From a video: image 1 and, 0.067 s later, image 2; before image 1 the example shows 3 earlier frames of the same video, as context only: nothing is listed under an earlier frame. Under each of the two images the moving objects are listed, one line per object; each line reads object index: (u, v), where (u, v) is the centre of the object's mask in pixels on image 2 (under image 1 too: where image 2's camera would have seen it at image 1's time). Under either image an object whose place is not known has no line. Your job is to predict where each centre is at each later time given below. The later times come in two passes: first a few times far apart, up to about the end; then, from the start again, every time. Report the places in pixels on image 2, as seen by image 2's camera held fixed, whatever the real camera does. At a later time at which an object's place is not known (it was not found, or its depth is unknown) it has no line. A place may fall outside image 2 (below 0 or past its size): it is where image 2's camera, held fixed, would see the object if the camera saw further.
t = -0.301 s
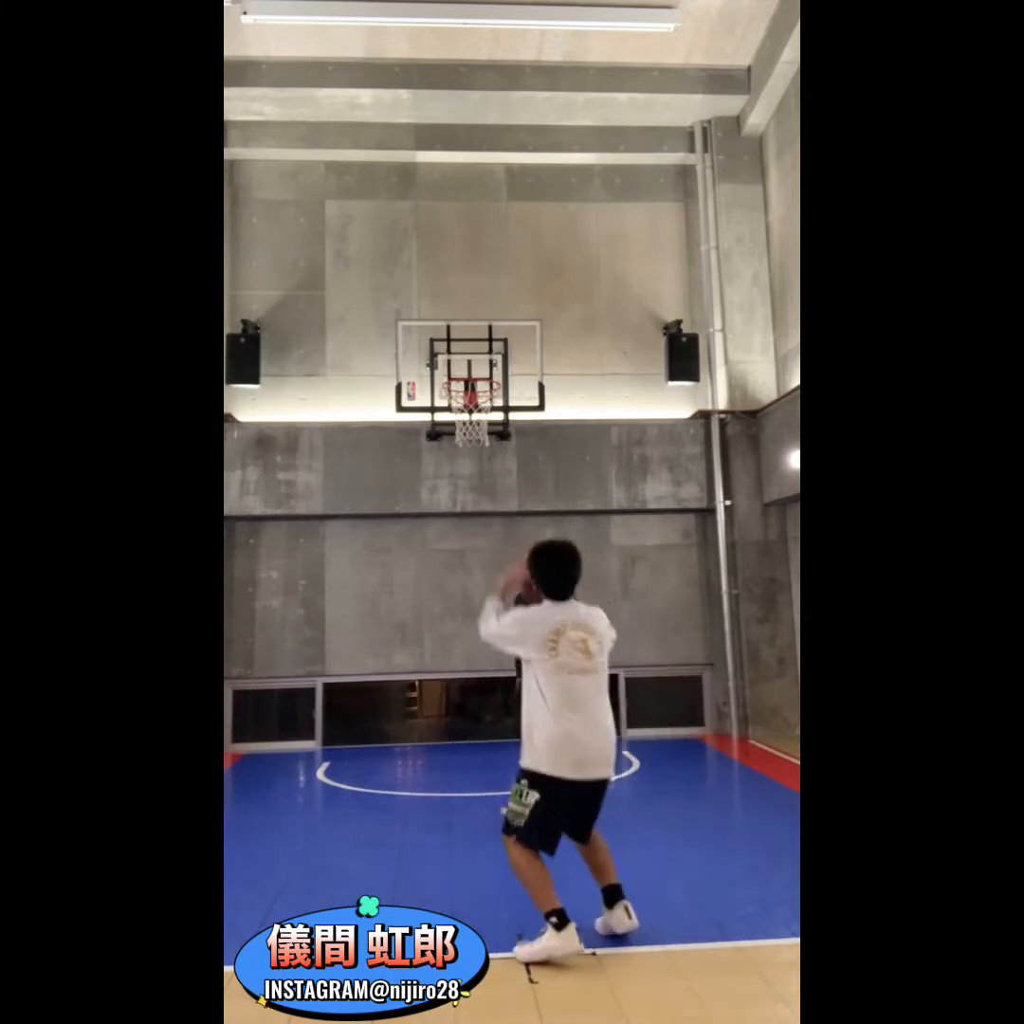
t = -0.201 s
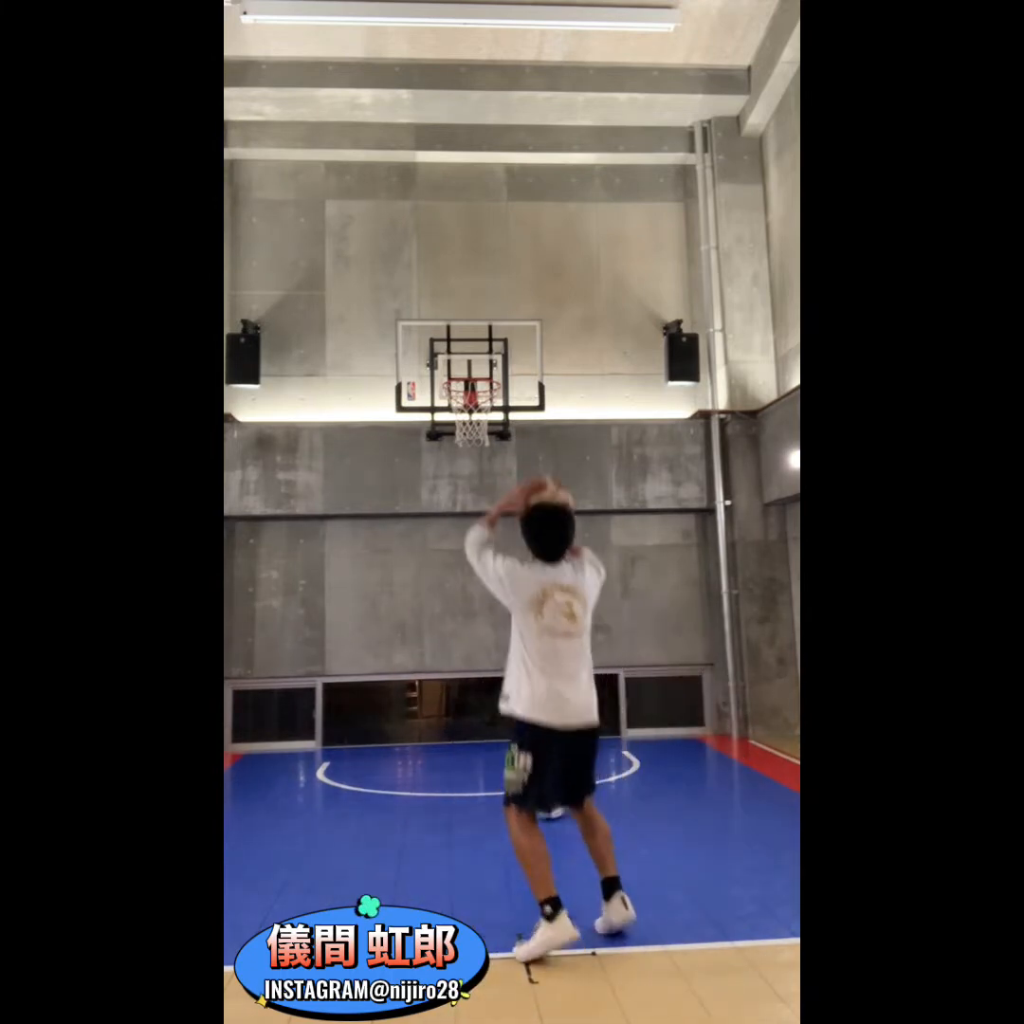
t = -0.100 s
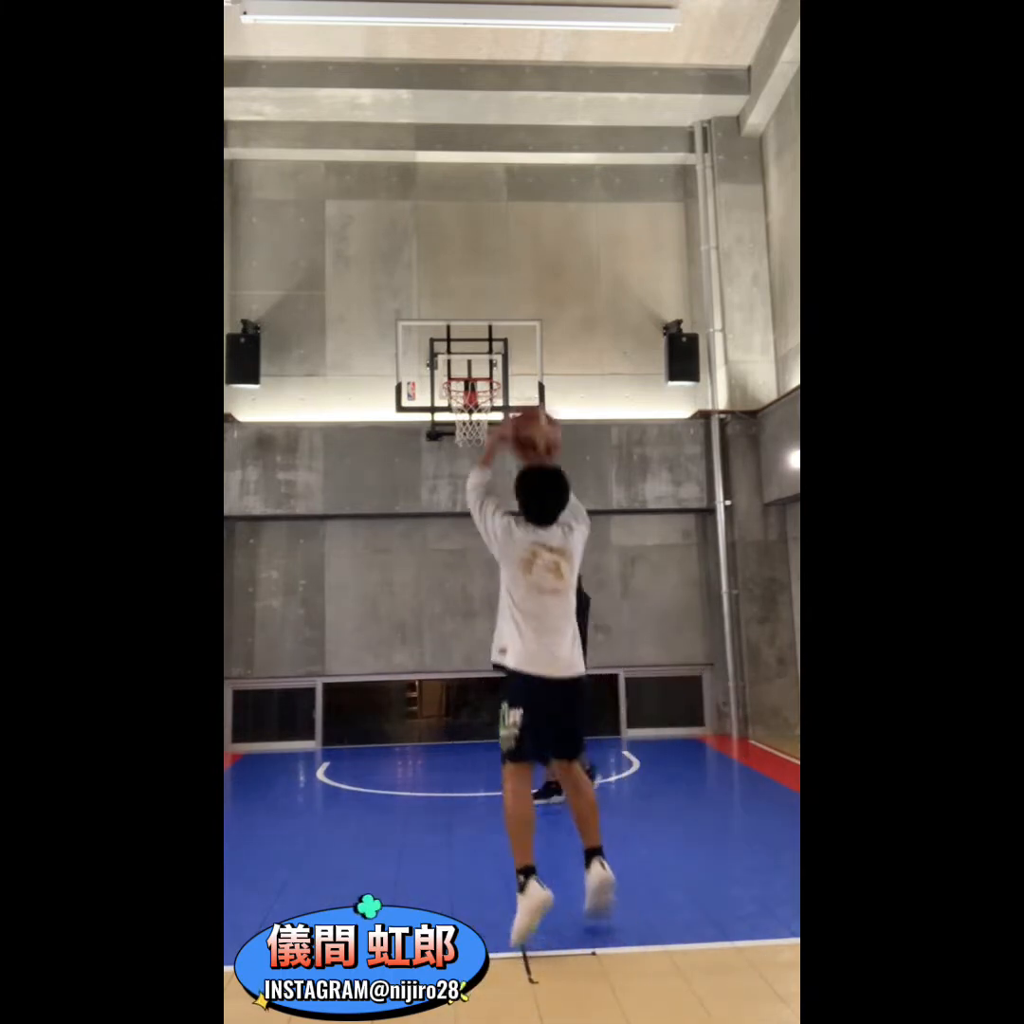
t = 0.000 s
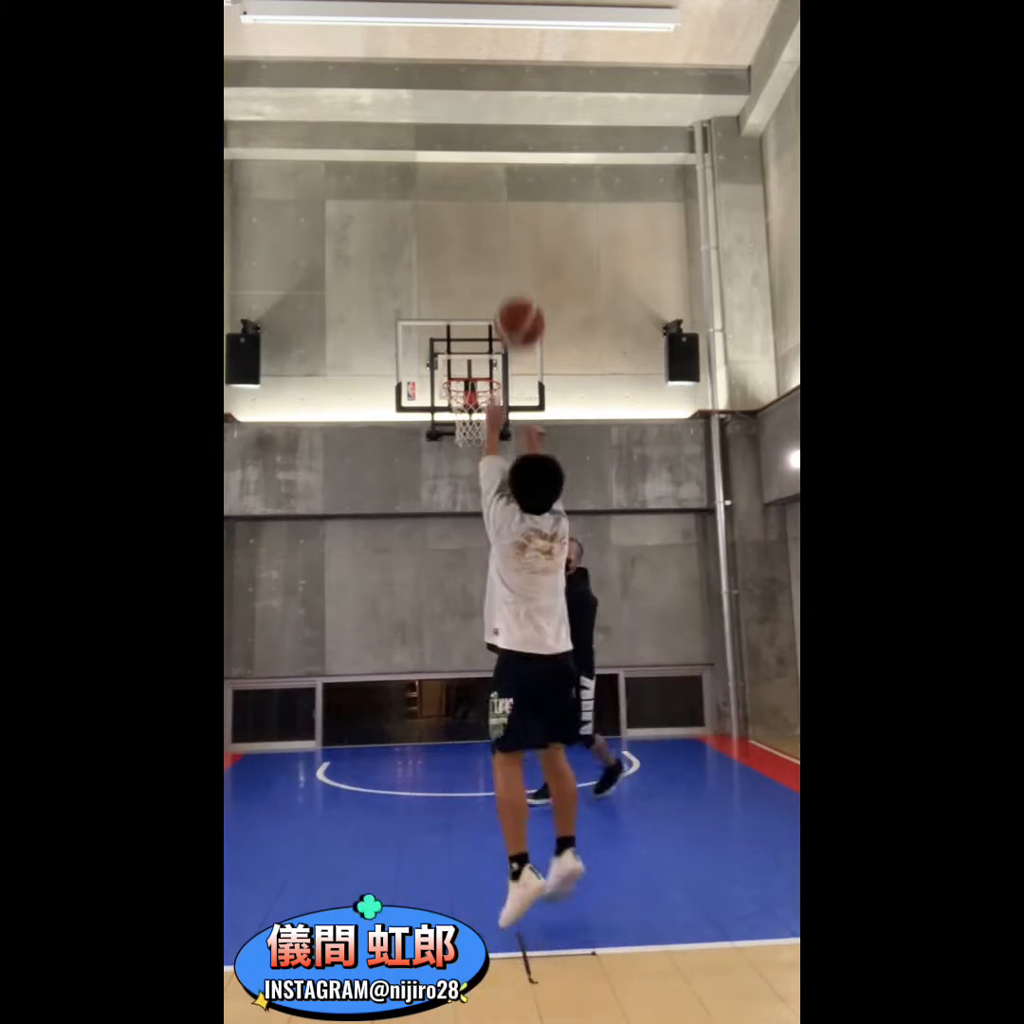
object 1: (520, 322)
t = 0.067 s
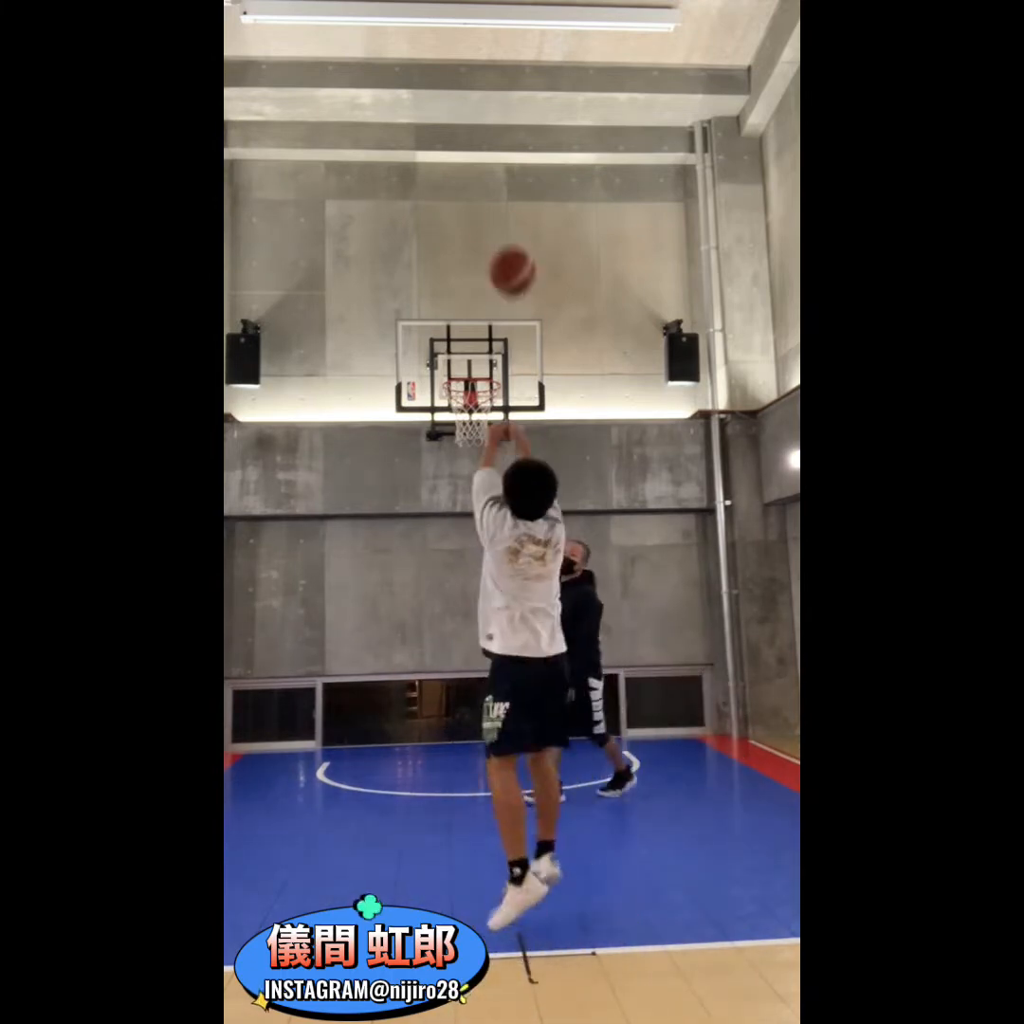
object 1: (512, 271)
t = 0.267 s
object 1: (492, 189)
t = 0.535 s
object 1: (478, 196)
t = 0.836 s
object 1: (465, 305)
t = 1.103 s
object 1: (486, 427)
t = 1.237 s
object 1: (507, 470)
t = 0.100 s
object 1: (507, 251)
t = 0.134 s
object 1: (503, 233)
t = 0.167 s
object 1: (500, 219)
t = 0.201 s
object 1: (496, 205)
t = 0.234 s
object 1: (494, 196)
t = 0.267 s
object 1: (492, 189)
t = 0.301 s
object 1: (490, 185)
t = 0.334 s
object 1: (488, 182)
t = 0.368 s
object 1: (485, 181)
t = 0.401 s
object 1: (483, 180)
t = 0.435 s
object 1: (481, 182)
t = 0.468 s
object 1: (480, 186)
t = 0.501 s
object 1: (479, 190)
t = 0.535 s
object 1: (478, 196)
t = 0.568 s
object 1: (476, 204)
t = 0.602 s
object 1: (473, 214)
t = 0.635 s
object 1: (471, 223)
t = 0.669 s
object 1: (469, 233)
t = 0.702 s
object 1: (468, 245)
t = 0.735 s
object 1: (467, 259)
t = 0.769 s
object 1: (467, 274)
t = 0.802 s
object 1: (466, 289)
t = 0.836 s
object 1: (465, 305)
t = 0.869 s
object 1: (465, 320)
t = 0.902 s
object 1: (463, 339)
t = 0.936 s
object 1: (462, 357)
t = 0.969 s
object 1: (460, 373)
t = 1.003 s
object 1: (461, 392)
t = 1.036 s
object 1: (471, 401)
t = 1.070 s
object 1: (479, 415)
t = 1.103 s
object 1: (486, 427)
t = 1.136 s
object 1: (491, 435)
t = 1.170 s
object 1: (496, 446)
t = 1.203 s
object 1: (501, 457)
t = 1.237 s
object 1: (507, 470)
